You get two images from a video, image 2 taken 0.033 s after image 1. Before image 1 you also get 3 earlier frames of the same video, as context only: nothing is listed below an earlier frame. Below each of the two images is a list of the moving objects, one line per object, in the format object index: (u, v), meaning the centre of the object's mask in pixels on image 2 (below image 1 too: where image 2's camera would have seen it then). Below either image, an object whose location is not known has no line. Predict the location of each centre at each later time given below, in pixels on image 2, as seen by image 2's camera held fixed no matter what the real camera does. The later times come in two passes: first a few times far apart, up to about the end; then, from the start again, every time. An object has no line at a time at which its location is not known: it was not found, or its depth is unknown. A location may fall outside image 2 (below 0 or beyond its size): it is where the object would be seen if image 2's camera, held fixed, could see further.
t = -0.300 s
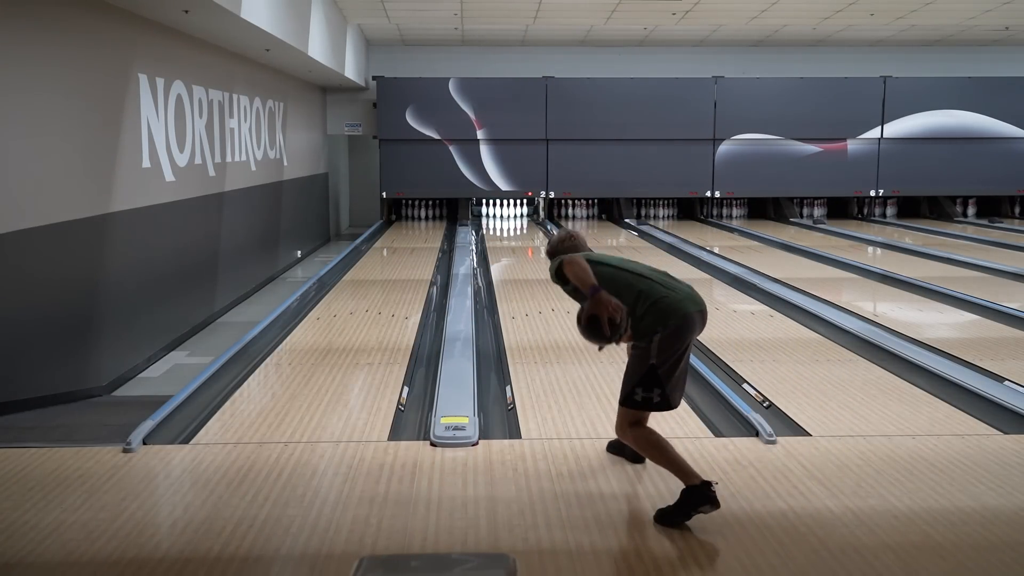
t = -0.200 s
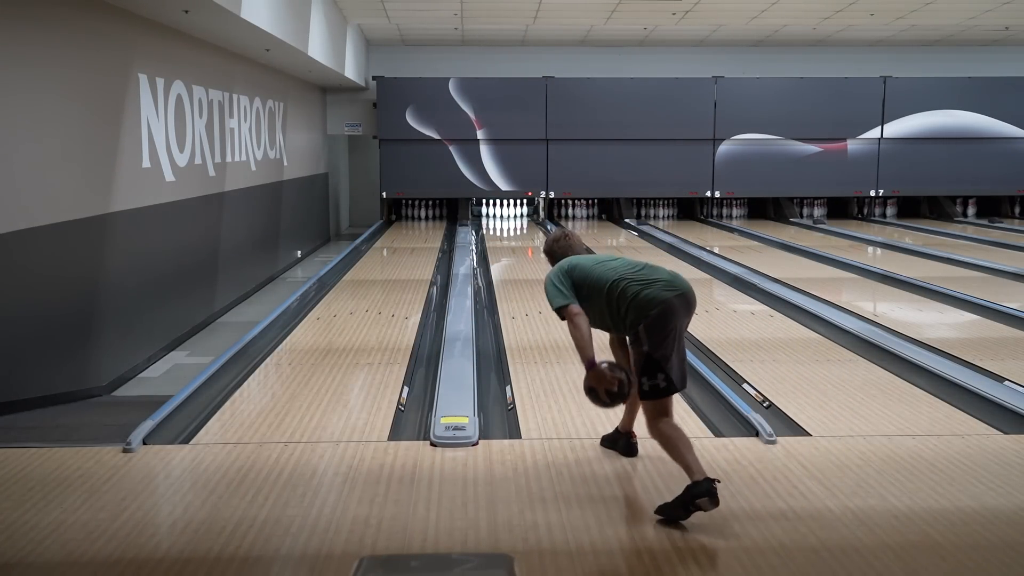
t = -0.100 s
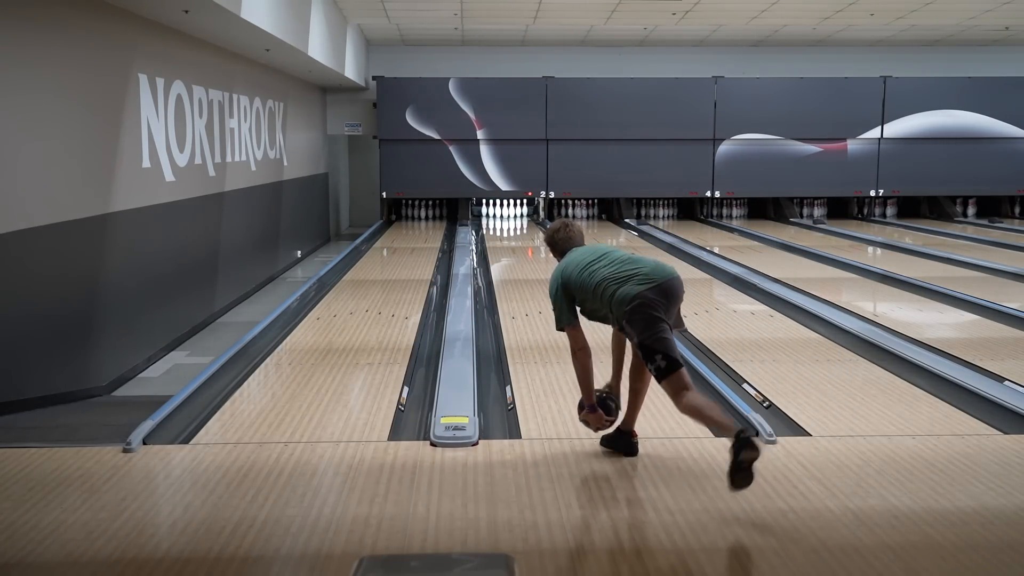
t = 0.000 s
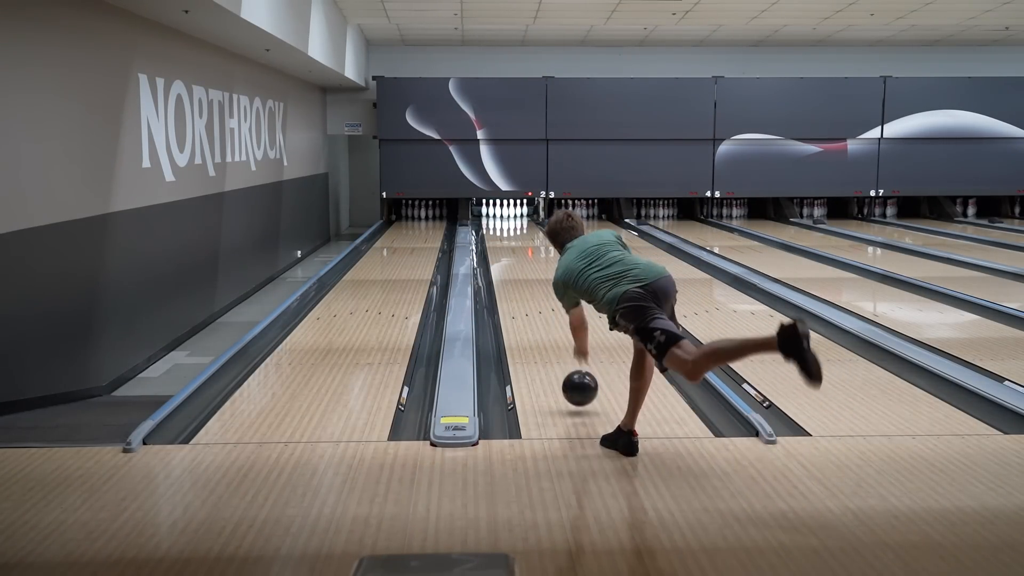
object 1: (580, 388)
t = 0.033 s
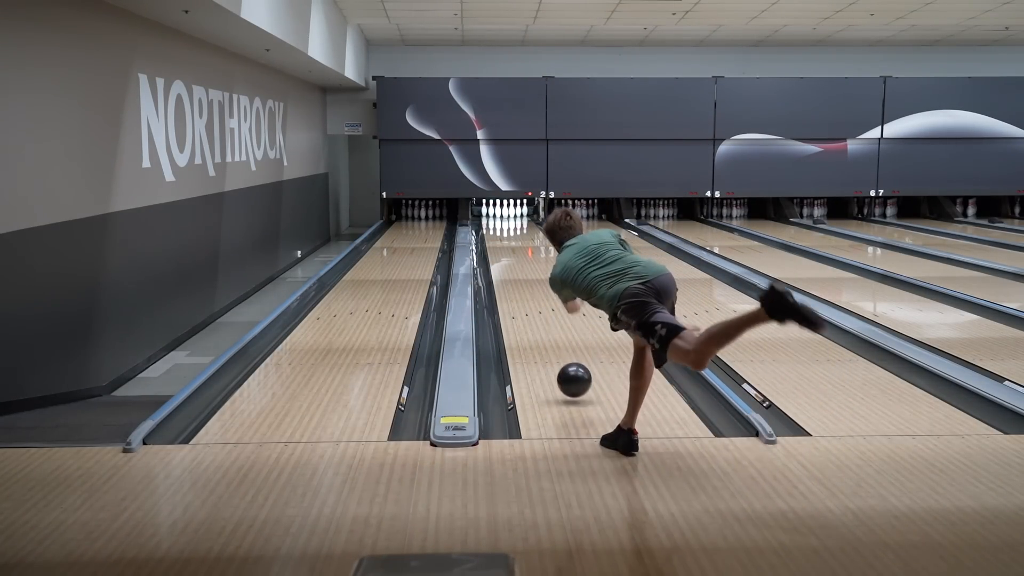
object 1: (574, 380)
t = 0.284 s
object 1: (544, 330)
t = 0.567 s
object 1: (523, 291)
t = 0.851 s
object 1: (510, 267)
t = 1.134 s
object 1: (502, 249)
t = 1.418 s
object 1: (497, 236)
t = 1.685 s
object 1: (495, 227)
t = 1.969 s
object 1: (496, 219)
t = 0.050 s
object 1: (572, 376)
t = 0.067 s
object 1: (569, 374)
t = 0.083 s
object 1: (567, 372)
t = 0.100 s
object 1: (564, 368)
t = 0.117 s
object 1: (562, 363)
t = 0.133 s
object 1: (560, 360)
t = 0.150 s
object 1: (558, 356)
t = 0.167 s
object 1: (556, 352)
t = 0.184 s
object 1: (554, 349)
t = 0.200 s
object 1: (552, 345)
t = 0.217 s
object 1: (550, 342)
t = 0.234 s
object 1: (548, 339)
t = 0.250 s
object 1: (547, 336)
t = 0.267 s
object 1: (545, 333)
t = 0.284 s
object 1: (544, 330)
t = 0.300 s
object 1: (542, 327)
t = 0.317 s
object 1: (541, 324)
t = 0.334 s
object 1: (539, 322)
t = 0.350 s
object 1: (538, 319)
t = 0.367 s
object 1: (536, 317)
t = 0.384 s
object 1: (535, 314)
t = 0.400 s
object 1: (534, 312)
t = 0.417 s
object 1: (533, 310)
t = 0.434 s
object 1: (532, 307)
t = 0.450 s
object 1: (530, 305)
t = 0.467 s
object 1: (529, 303)
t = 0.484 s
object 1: (528, 301)
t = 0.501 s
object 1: (527, 299)
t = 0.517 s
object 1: (526, 297)
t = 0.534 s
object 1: (525, 295)
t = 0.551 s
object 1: (524, 293)
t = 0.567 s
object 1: (523, 291)
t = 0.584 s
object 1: (522, 289)
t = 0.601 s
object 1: (521, 288)
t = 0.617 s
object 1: (520, 286)
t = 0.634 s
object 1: (520, 284)
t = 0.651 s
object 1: (519, 283)
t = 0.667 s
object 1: (518, 281)
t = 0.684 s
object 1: (517, 280)
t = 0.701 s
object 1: (516, 278)
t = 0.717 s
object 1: (515, 277)
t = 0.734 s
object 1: (515, 275)
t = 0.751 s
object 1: (514, 274)
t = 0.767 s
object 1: (513, 273)
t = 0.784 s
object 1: (513, 272)
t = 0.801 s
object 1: (512, 270)
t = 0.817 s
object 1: (511, 269)
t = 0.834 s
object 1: (511, 268)
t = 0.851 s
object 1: (510, 267)
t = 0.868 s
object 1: (509, 265)
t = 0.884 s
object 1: (509, 264)
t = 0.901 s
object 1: (508, 263)
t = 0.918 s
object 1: (508, 262)
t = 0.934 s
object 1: (507, 261)
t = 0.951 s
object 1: (507, 260)
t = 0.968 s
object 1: (506, 259)
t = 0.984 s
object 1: (506, 258)
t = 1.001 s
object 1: (505, 257)
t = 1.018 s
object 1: (505, 256)
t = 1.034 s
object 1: (504, 255)
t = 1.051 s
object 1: (504, 254)
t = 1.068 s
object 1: (503, 253)
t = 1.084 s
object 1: (503, 252)
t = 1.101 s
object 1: (502, 251)
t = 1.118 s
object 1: (502, 250)
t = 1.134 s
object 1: (502, 249)
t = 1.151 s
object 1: (501, 248)
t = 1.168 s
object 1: (501, 248)
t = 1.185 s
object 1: (501, 247)
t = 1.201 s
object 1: (500, 246)
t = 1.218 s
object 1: (500, 245)
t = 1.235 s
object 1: (500, 244)
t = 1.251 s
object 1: (499, 244)
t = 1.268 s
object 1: (499, 243)
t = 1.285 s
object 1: (499, 242)
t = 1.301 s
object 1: (499, 241)
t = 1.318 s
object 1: (498, 241)
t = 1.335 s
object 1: (498, 240)
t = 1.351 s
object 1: (498, 239)
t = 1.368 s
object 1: (497, 238)
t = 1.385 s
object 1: (497, 238)
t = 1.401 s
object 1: (497, 237)
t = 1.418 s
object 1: (497, 236)
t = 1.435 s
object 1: (497, 236)
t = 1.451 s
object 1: (497, 235)
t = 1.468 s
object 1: (496, 234)
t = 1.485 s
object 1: (496, 234)
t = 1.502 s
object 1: (496, 233)
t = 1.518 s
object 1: (496, 233)
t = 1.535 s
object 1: (496, 232)
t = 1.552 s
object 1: (496, 231)
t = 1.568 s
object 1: (495, 231)
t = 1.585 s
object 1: (495, 230)
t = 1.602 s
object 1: (495, 230)
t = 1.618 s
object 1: (495, 229)
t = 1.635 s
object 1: (495, 229)
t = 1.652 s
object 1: (495, 228)
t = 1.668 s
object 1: (495, 228)
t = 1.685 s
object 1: (495, 227)
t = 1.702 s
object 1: (495, 226)
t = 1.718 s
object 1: (495, 226)
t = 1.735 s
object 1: (495, 225)
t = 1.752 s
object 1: (495, 225)
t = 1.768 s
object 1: (495, 225)
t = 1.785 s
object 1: (495, 224)
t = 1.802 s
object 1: (495, 223)
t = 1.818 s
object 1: (495, 223)
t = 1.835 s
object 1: (495, 223)
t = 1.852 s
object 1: (495, 222)
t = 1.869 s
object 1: (495, 222)
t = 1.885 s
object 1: (495, 221)
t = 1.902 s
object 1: (496, 221)
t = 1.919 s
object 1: (496, 221)
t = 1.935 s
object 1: (496, 220)
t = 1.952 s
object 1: (496, 220)
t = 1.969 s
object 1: (496, 219)
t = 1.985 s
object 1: (496, 219)
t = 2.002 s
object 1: (496, 218)
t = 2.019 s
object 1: (497, 218)
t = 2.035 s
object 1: (497, 218)
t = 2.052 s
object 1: (497, 217)
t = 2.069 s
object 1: (497, 217)
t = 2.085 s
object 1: (497, 217)
